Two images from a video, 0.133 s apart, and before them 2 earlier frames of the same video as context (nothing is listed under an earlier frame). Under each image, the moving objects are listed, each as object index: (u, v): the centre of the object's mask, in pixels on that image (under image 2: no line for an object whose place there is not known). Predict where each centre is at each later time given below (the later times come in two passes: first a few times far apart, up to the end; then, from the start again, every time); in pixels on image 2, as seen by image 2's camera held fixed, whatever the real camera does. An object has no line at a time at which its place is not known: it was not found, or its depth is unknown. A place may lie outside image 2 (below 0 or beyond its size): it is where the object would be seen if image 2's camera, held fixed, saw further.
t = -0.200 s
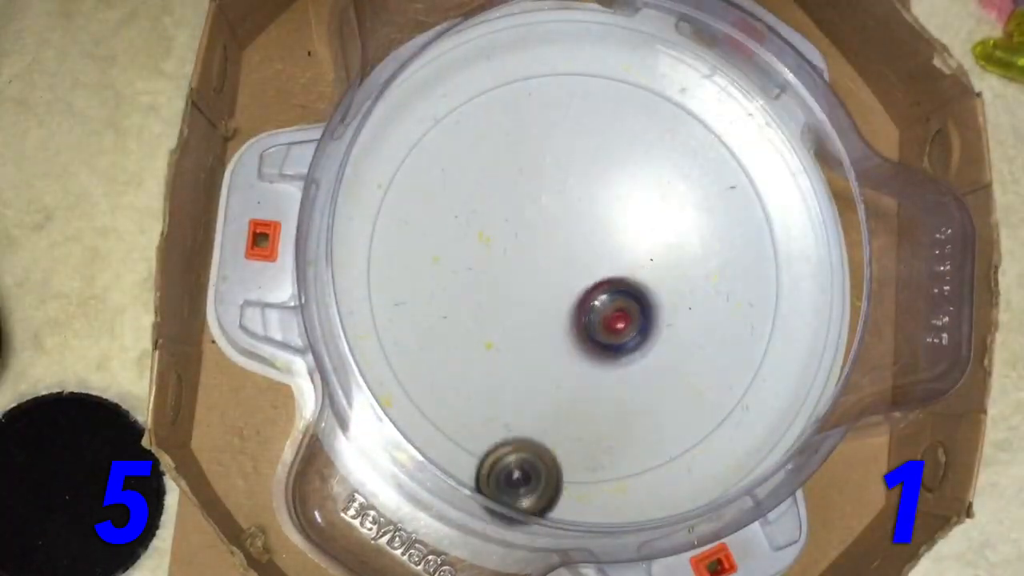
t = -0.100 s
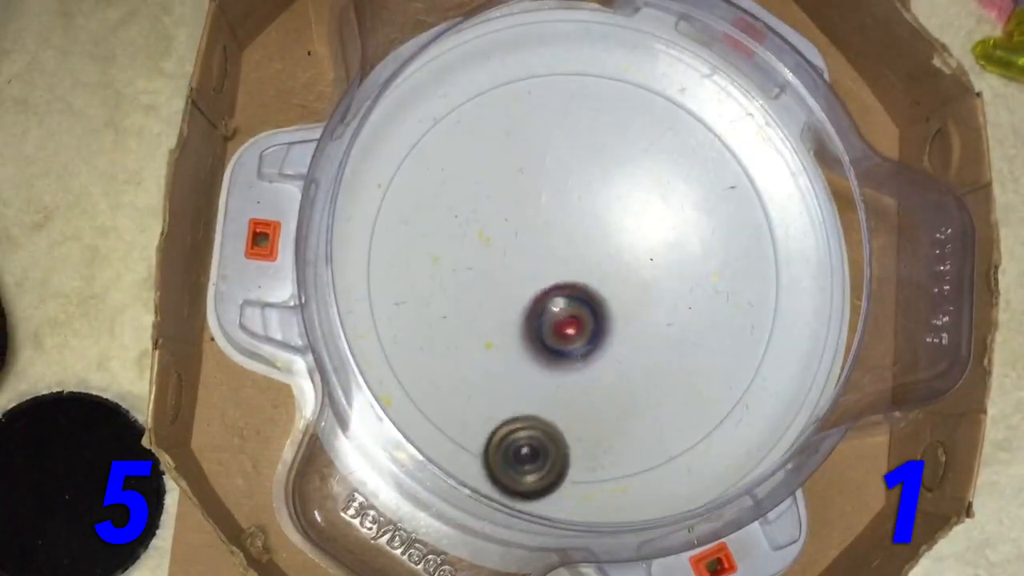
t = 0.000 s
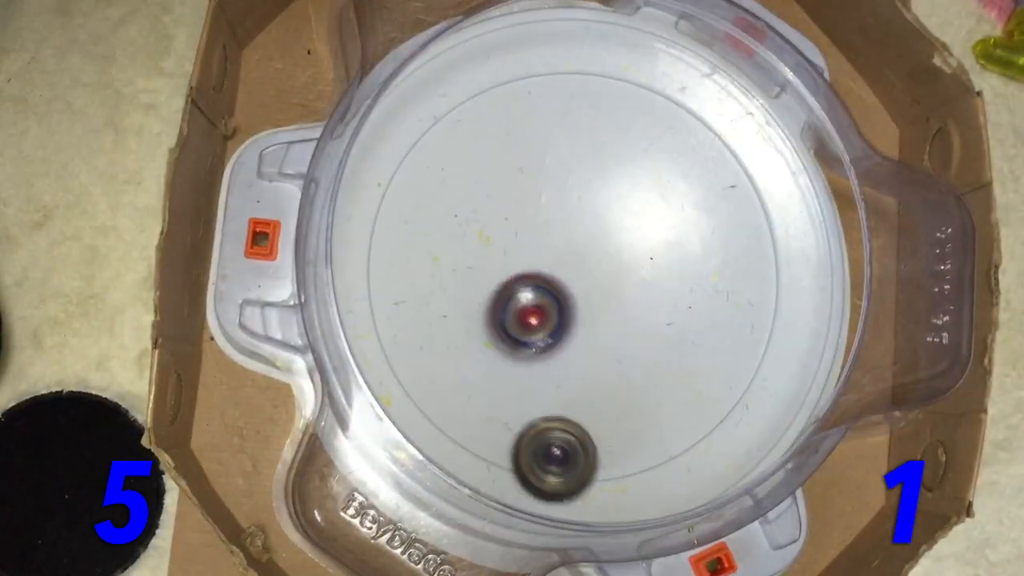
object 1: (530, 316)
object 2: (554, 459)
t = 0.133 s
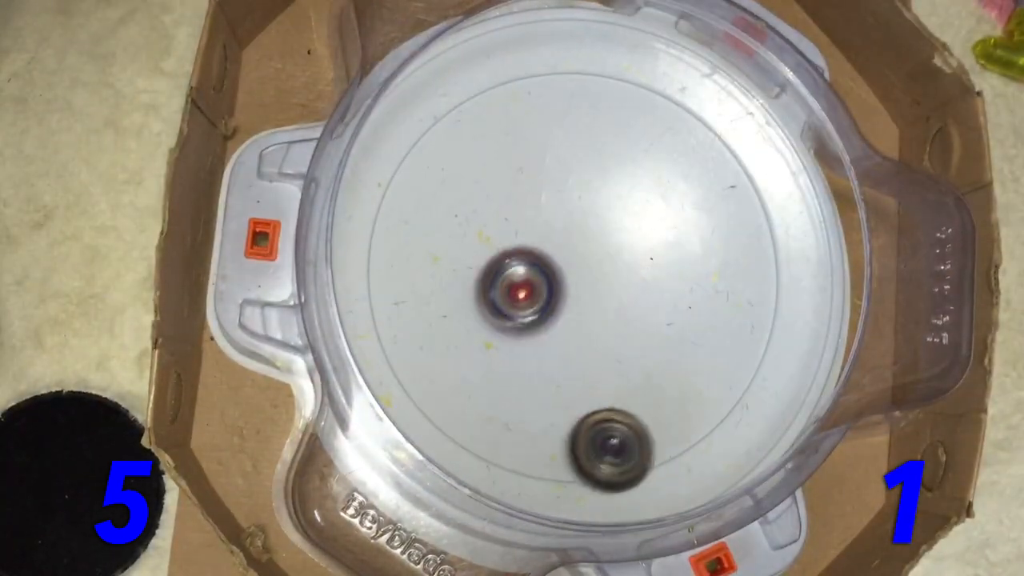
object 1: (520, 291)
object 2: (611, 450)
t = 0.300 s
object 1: (567, 261)
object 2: (596, 368)
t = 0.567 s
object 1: (692, 255)
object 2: (435, 409)
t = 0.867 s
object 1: (678, 237)
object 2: (471, 451)
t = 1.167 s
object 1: (706, 182)
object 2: (397, 359)
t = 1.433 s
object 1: (596, 262)
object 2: (429, 427)
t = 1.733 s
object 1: (579, 363)
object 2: (419, 372)
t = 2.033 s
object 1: (713, 322)
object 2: (433, 260)
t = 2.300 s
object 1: (649, 284)
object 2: (419, 256)
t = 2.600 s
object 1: (521, 316)
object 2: (530, 153)
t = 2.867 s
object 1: (534, 321)
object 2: (447, 188)
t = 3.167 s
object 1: (648, 412)
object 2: (636, 107)
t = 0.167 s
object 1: (525, 284)
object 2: (622, 444)
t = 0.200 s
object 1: (533, 277)
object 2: (628, 430)
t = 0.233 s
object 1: (543, 271)
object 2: (626, 411)
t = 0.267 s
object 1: (554, 265)
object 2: (615, 388)
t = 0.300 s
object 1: (567, 261)
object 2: (596, 368)
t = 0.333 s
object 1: (581, 258)
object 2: (571, 351)
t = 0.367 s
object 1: (596, 256)
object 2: (541, 339)
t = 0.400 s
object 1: (611, 256)
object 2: (508, 336)
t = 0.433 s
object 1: (628, 255)
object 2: (477, 341)
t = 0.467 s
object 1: (646, 255)
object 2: (447, 354)
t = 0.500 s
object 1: (662, 256)
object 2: (415, 378)
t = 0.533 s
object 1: (679, 256)
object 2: (423, 393)
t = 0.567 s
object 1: (692, 255)
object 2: (435, 409)
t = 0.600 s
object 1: (702, 253)
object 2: (445, 424)
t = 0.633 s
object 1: (710, 252)
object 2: (449, 442)
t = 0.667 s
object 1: (715, 250)
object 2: (446, 457)
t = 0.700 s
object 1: (716, 247)
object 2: (441, 470)
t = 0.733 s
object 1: (714, 245)
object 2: (441, 477)
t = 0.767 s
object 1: (708, 242)
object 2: (451, 472)
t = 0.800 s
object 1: (700, 240)
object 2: (459, 467)
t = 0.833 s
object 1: (690, 238)
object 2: (464, 461)
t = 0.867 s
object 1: (678, 237)
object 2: (471, 451)
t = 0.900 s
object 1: (666, 237)
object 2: (475, 441)
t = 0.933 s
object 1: (652, 239)
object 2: (485, 430)
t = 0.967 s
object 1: (638, 242)
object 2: (503, 418)
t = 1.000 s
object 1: (625, 246)
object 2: (524, 398)
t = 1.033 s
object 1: (611, 251)
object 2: (539, 371)
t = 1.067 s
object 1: (599, 257)
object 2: (546, 339)
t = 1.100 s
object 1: (621, 241)
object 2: (503, 333)
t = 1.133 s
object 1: (666, 210)
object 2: (446, 343)
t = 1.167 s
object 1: (706, 182)
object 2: (397, 359)
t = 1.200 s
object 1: (738, 160)
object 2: (391, 365)
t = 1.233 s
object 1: (727, 168)
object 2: (373, 375)
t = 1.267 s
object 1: (709, 181)
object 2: (366, 386)
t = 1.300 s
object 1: (690, 193)
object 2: (380, 397)
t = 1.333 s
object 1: (667, 209)
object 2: (398, 404)
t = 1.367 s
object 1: (642, 227)
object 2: (413, 417)
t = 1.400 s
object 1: (620, 244)
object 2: (423, 424)
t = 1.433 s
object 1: (596, 262)
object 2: (429, 427)
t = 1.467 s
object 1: (575, 280)
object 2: (431, 426)
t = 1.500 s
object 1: (555, 297)
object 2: (432, 422)
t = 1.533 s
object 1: (537, 313)
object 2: (430, 414)
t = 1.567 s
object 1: (523, 328)
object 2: (430, 402)
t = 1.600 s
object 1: (512, 341)
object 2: (435, 390)
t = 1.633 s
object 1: (516, 350)
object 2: (433, 385)
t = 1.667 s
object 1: (534, 356)
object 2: (423, 382)
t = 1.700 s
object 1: (556, 360)
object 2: (419, 378)
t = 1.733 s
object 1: (579, 363)
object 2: (419, 372)
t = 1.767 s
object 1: (600, 364)
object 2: (422, 366)
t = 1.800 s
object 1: (622, 364)
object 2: (426, 360)
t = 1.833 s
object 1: (642, 363)
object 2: (431, 351)
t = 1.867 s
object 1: (661, 359)
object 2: (436, 339)
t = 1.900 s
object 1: (677, 353)
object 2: (439, 325)
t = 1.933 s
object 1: (691, 346)
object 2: (441, 309)
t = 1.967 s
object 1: (701, 338)
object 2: (440, 292)
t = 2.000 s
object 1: (708, 330)
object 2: (438, 275)
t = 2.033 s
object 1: (713, 322)
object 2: (433, 260)
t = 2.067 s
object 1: (715, 312)
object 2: (425, 247)
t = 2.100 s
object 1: (713, 304)
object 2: (417, 236)
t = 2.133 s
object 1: (710, 296)
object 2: (407, 229)
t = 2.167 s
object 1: (703, 290)
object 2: (396, 225)
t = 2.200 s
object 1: (693, 286)
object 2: (388, 225)
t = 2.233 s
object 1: (681, 284)
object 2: (397, 237)
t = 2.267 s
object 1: (665, 283)
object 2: (408, 250)
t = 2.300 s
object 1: (649, 284)
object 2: (419, 256)
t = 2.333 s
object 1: (631, 285)
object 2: (433, 257)
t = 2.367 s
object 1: (613, 287)
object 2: (449, 254)
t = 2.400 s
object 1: (595, 290)
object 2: (466, 248)
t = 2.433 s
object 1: (578, 293)
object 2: (482, 237)
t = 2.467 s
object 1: (563, 298)
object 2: (498, 224)
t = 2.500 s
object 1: (549, 303)
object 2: (512, 209)
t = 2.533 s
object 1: (537, 308)
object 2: (522, 192)
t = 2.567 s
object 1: (528, 312)
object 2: (528, 173)
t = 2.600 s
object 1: (521, 316)
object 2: (530, 153)
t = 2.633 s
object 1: (517, 320)
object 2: (527, 135)
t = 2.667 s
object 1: (515, 323)
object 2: (519, 119)
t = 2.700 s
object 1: (514, 325)
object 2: (506, 106)
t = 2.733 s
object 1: (515, 325)
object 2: (490, 98)
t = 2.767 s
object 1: (518, 326)
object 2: (471, 115)
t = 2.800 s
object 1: (523, 325)
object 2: (456, 138)
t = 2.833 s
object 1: (528, 324)
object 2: (447, 163)
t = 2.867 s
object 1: (534, 321)
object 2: (447, 188)
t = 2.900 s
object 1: (541, 318)
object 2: (459, 215)
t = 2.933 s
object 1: (547, 314)
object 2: (481, 239)
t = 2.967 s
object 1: (562, 328)
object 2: (509, 242)
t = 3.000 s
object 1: (581, 351)
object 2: (538, 229)
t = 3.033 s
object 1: (599, 372)
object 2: (566, 212)
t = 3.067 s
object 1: (615, 388)
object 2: (591, 190)
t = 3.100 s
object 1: (627, 400)
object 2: (614, 163)
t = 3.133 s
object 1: (638, 409)
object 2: (628, 136)
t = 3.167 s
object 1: (648, 412)
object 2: (636, 107)
